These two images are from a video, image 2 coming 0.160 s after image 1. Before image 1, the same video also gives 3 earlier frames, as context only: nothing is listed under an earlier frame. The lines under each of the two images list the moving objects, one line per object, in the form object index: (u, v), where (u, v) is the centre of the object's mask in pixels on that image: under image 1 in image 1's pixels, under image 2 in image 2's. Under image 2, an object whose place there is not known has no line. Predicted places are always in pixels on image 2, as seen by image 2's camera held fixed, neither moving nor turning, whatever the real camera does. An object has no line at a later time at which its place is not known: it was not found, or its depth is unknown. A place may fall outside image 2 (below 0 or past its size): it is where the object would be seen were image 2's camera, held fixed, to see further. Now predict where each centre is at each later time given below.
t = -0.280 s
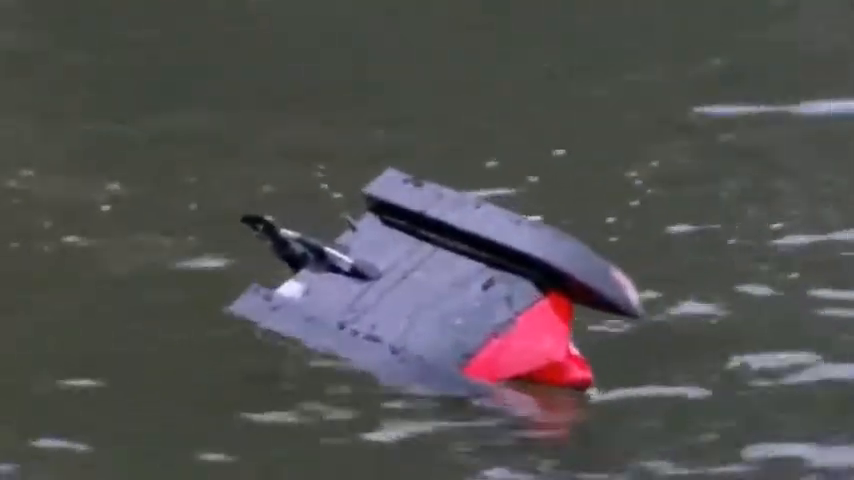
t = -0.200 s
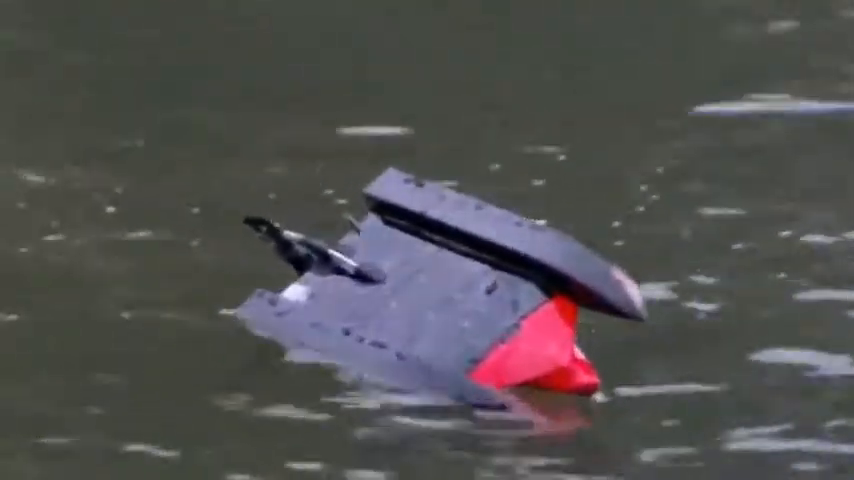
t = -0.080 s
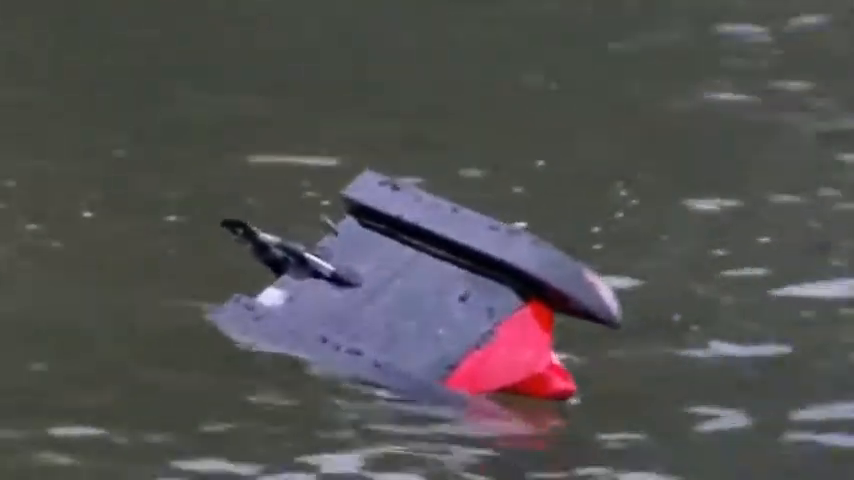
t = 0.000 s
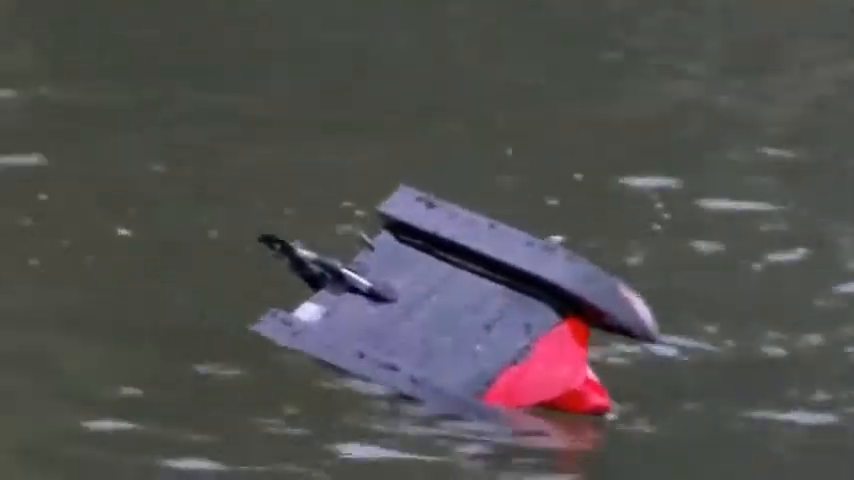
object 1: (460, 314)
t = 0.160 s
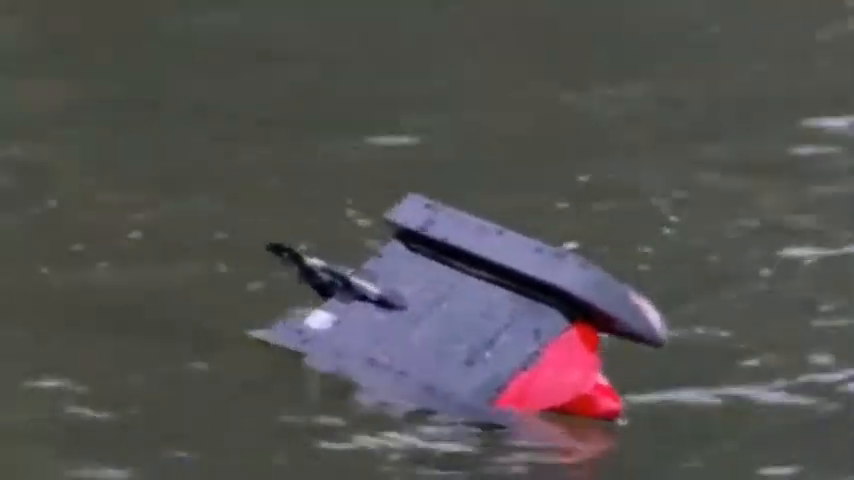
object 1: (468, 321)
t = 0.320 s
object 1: (469, 321)
